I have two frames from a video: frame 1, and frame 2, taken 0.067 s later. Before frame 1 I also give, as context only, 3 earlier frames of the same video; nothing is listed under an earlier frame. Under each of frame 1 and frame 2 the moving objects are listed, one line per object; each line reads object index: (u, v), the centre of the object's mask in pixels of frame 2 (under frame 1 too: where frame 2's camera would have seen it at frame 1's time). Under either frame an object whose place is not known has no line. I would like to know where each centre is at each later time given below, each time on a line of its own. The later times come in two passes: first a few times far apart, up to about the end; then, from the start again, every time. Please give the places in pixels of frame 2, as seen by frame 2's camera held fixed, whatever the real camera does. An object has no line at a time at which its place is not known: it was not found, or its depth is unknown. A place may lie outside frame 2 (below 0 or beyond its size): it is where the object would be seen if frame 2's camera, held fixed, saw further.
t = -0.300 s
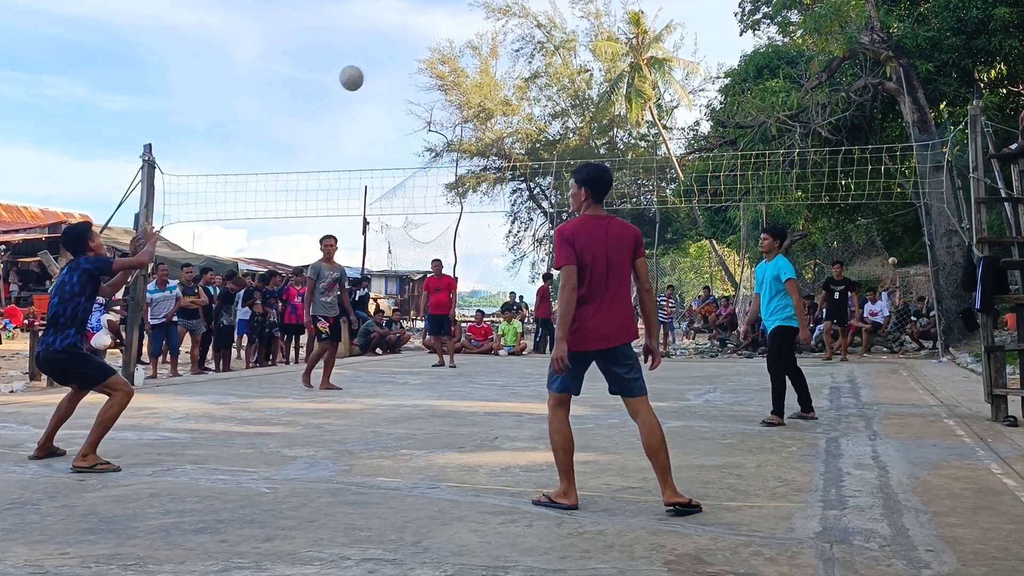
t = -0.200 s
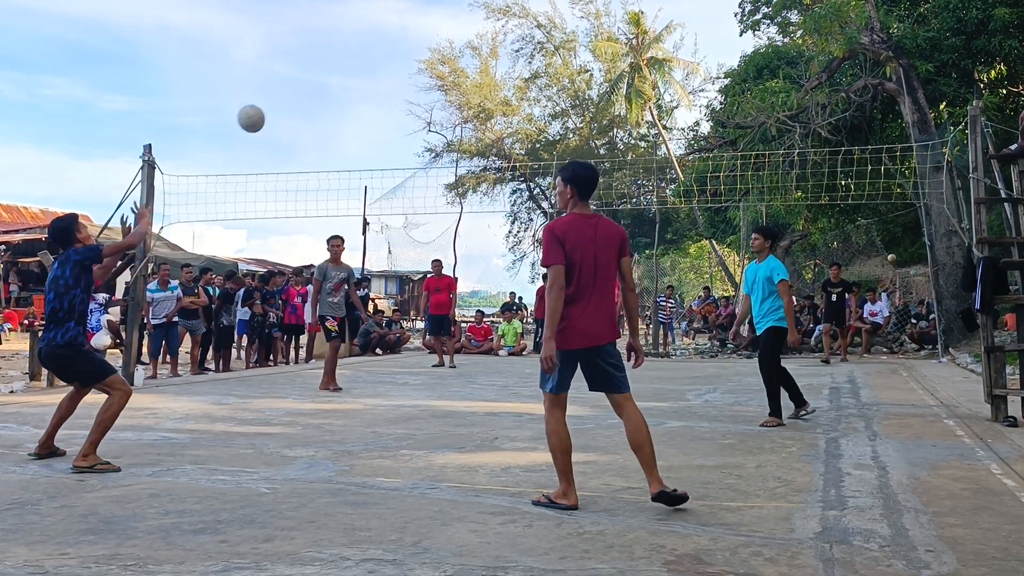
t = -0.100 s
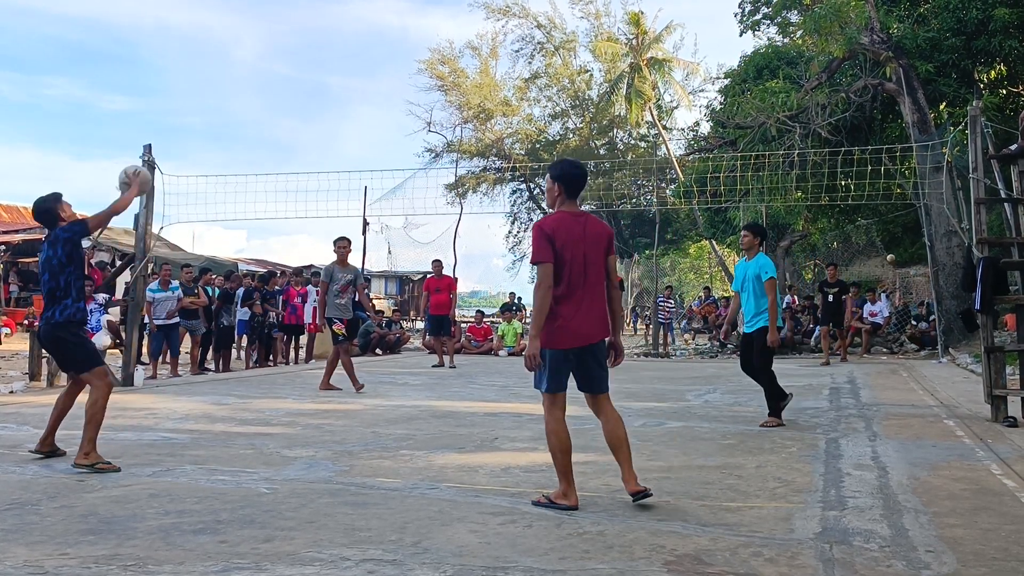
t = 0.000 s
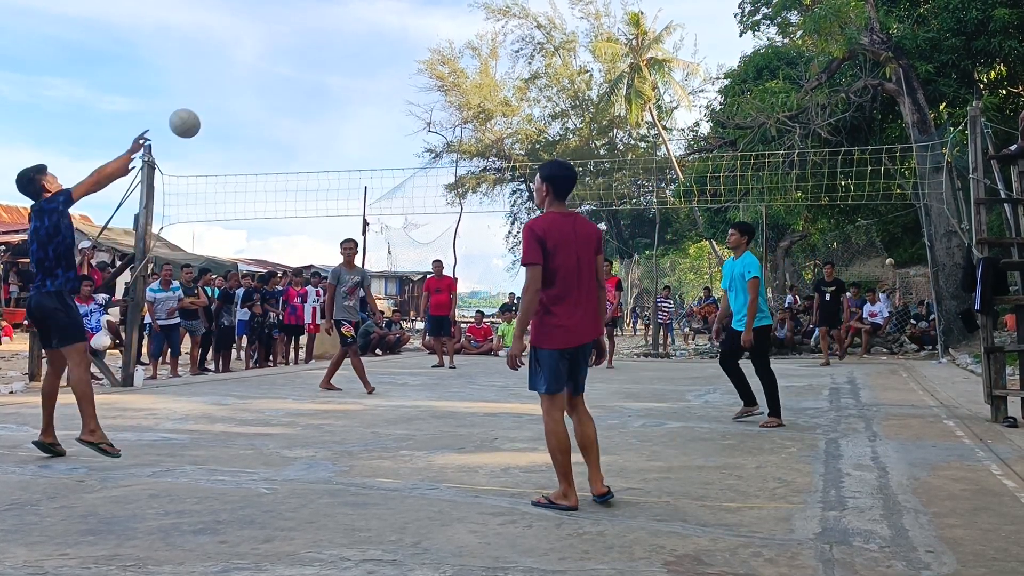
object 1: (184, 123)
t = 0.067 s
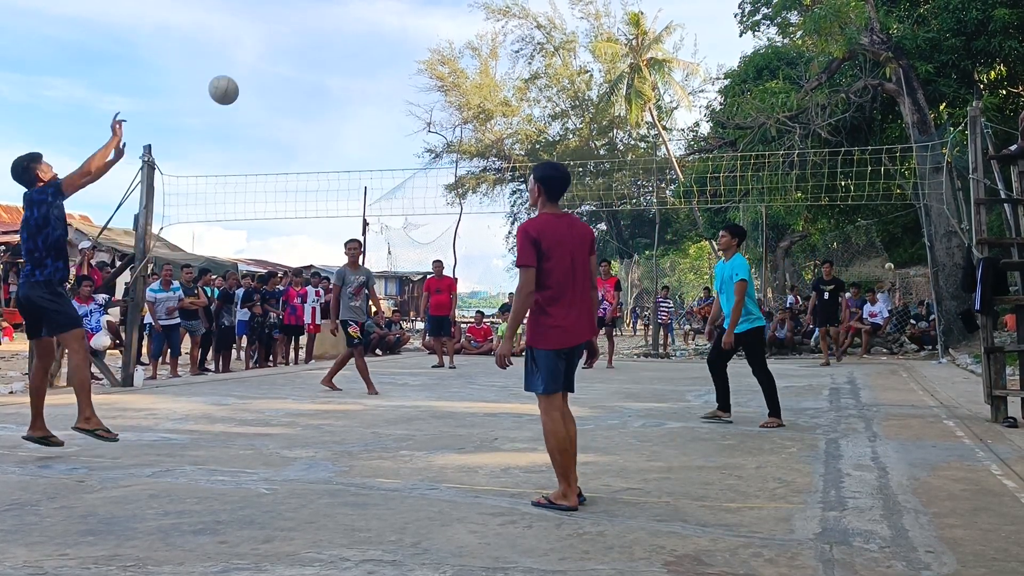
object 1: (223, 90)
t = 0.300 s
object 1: (349, 29)
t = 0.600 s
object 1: (485, 62)
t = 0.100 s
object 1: (243, 76)
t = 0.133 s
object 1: (261, 64)
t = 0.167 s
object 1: (280, 53)
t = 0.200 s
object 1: (297, 45)
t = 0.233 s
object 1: (315, 38)
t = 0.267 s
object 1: (332, 33)
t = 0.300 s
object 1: (349, 29)
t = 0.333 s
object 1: (365, 27)
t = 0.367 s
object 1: (381, 26)
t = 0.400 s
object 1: (397, 27)
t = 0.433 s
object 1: (412, 30)
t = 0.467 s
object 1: (427, 33)
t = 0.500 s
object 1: (442, 39)
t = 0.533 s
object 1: (457, 45)
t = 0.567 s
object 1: (471, 53)
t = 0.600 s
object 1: (485, 62)
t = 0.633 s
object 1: (499, 73)
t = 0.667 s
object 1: (512, 84)
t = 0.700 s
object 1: (525, 97)
